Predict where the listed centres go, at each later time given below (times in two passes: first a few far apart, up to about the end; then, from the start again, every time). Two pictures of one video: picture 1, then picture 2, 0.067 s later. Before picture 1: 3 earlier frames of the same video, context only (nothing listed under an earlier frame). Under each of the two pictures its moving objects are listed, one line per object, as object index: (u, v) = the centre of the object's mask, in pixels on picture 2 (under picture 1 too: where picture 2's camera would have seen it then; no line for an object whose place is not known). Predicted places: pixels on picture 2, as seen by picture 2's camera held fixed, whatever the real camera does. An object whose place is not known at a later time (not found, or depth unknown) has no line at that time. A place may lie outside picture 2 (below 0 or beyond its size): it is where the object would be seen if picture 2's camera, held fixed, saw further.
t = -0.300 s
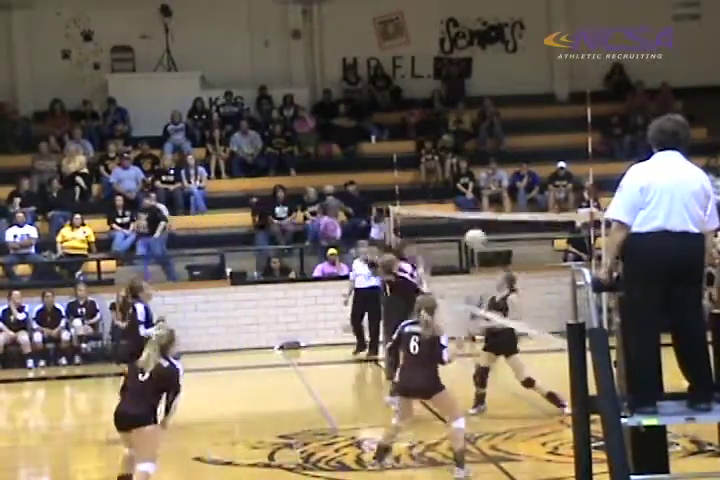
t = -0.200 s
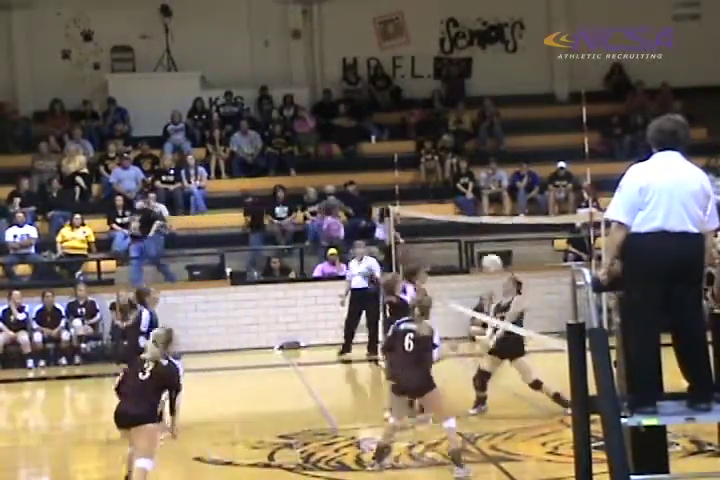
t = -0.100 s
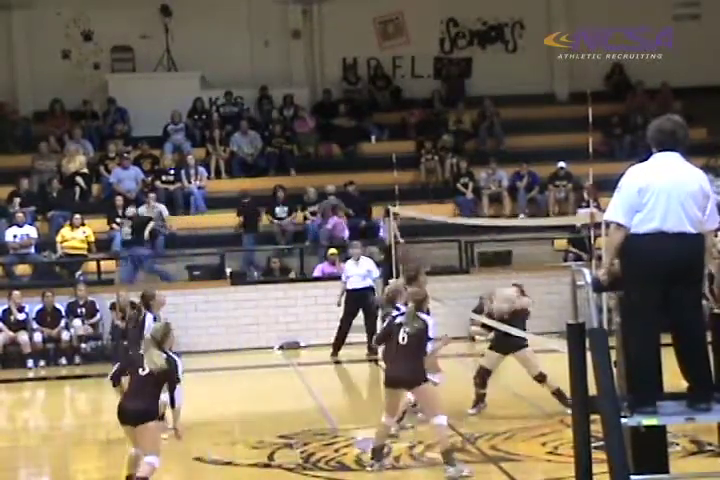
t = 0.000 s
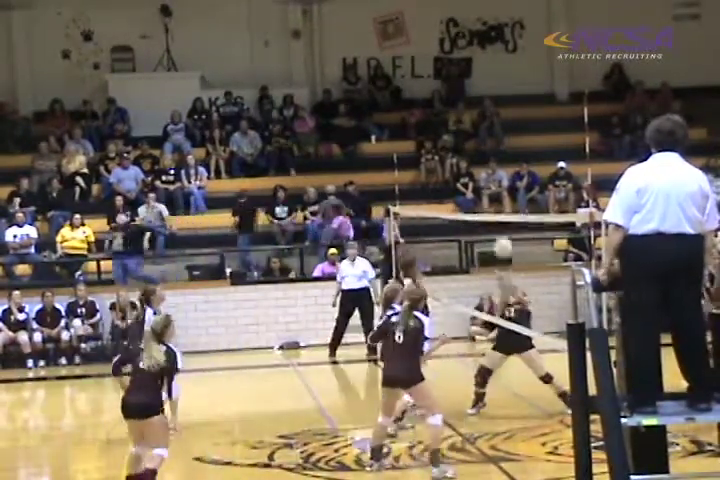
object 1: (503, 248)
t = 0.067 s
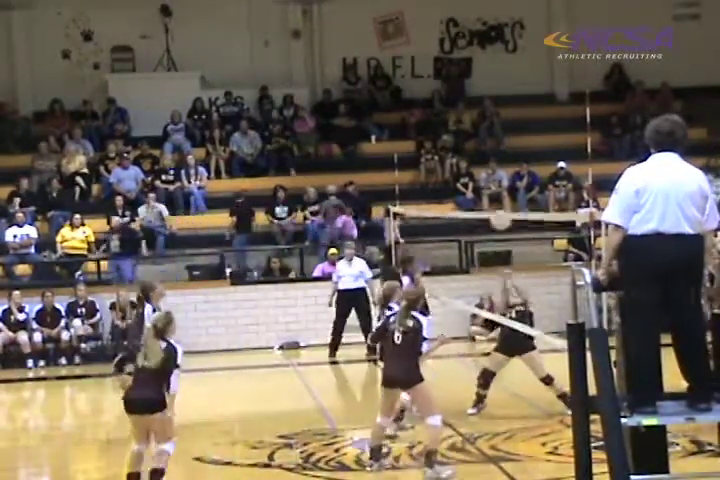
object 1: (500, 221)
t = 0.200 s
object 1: (496, 178)
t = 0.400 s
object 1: (489, 145)
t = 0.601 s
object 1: (485, 147)
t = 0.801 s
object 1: (482, 180)
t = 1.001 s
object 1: (482, 240)
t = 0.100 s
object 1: (499, 206)
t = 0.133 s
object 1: (497, 198)
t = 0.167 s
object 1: (496, 187)
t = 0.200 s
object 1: (496, 178)
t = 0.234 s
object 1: (494, 168)
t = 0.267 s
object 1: (492, 163)
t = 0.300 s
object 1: (492, 157)
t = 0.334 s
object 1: (491, 152)
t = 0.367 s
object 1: (490, 149)
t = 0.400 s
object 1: (489, 145)
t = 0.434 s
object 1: (488, 144)
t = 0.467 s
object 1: (487, 143)
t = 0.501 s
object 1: (486, 142)
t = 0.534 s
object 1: (486, 143)
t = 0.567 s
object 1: (485, 144)
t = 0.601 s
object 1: (485, 147)
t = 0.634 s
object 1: (484, 150)
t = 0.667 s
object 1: (483, 154)
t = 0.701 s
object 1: (483, 159)
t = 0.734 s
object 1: (483, 166)
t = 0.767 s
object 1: (482, 172)
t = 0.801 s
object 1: (482, 180)
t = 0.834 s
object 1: (482, 188)
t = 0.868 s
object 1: (482, 198)
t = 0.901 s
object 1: (482, 206)
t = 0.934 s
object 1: (482, 218)
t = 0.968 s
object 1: (482, 229)
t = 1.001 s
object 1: (482, 240)
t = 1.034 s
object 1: (482, 254)
